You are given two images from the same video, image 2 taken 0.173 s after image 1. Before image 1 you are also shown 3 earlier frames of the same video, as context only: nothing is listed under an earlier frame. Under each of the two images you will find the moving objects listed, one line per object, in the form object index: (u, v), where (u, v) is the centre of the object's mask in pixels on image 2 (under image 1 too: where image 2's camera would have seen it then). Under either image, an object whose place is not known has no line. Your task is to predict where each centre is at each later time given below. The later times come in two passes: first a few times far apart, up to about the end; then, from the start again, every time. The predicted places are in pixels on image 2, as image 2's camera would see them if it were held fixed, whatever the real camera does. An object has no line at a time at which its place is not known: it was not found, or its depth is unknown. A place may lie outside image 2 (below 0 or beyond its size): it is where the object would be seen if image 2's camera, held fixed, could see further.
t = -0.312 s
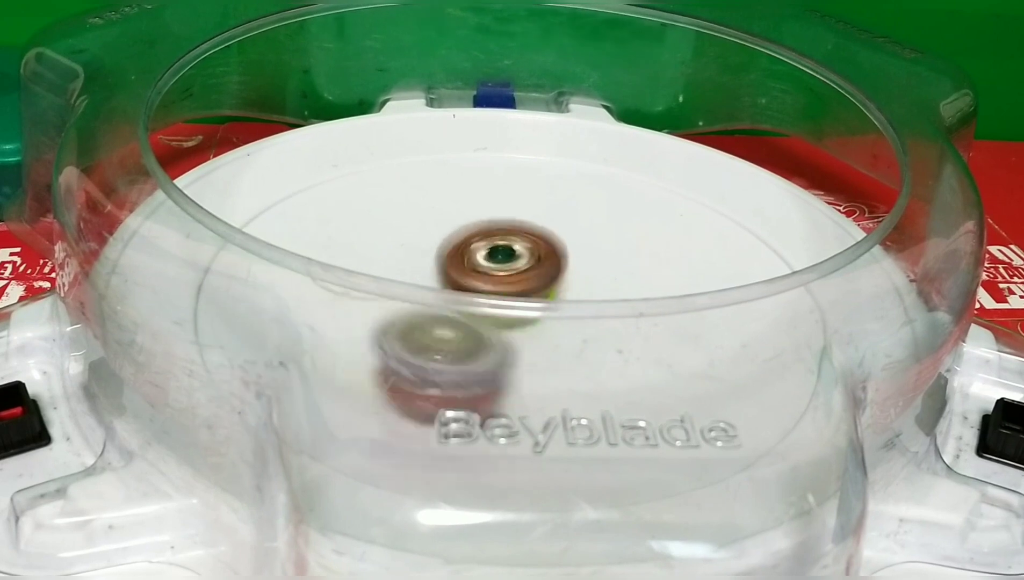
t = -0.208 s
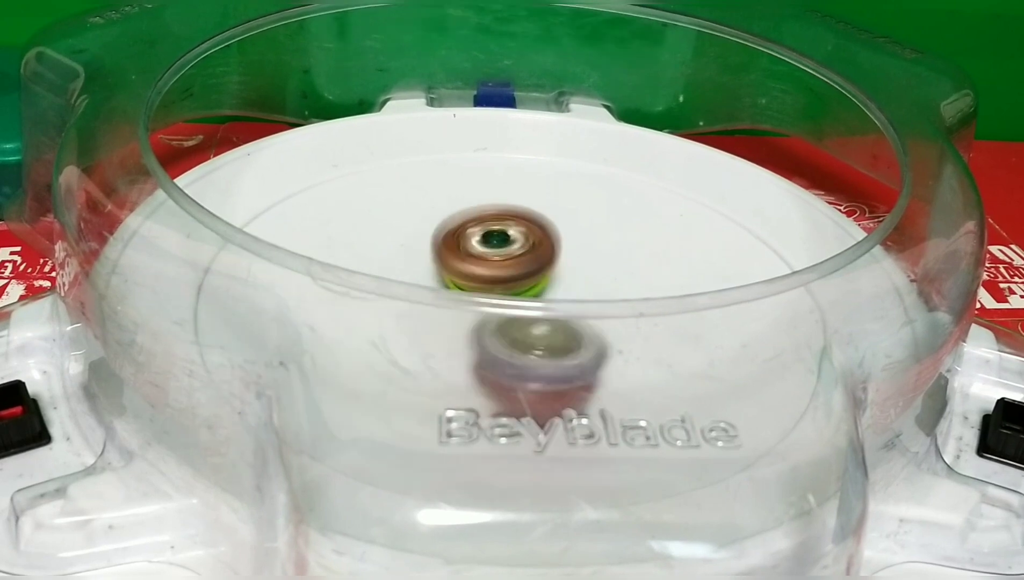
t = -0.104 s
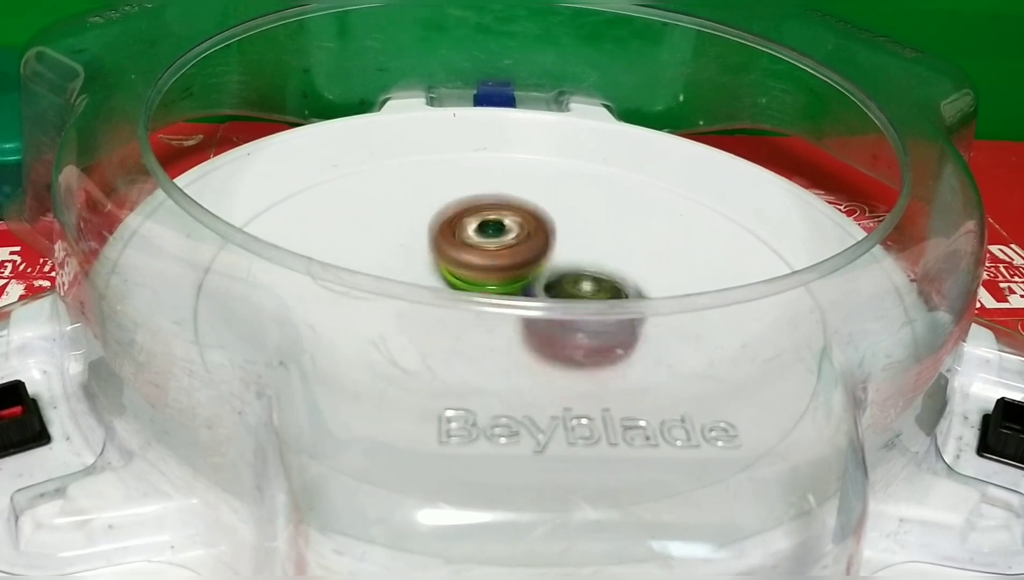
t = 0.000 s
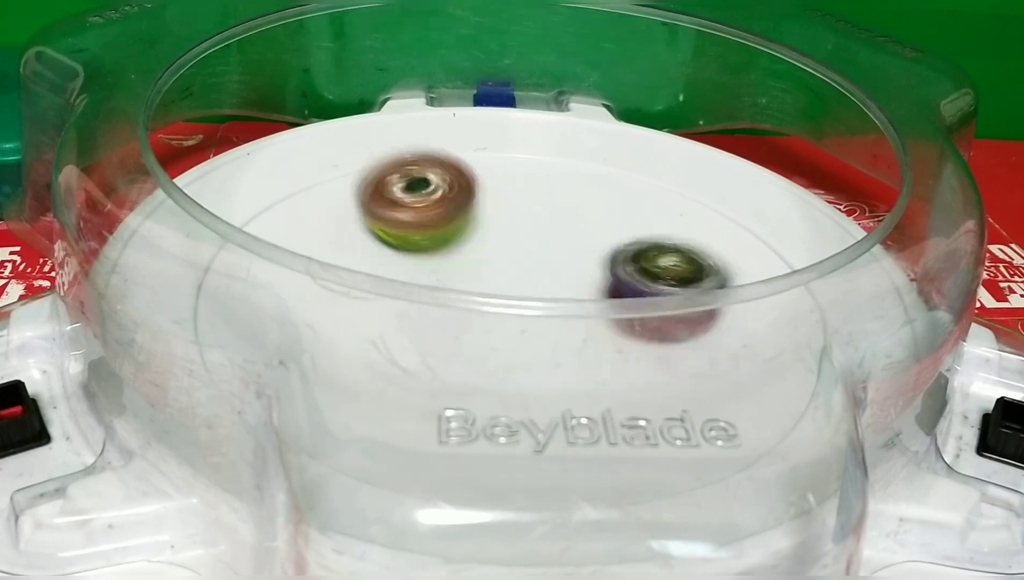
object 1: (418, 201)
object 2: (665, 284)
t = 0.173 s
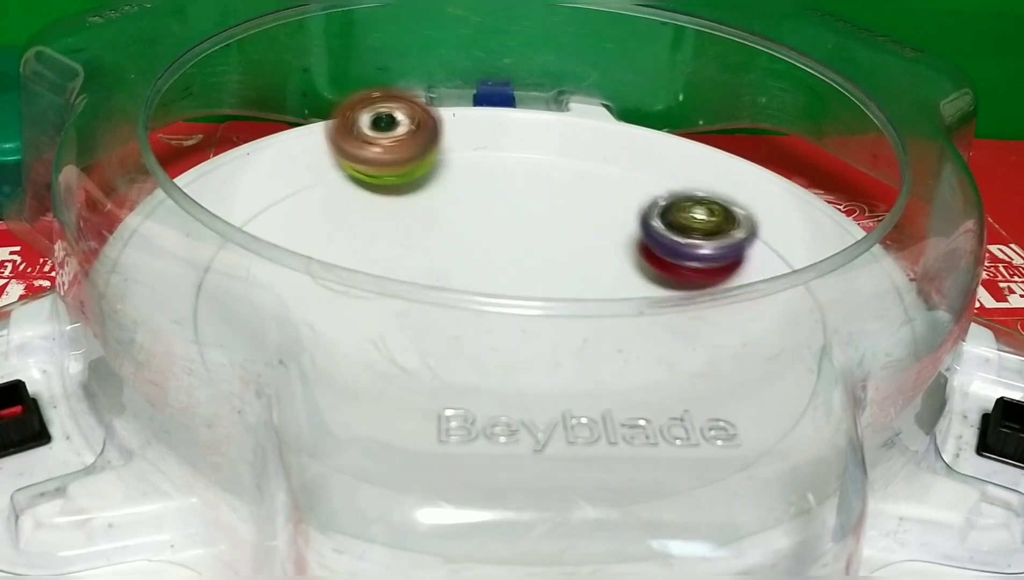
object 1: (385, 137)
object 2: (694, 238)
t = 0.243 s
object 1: (420, 159)
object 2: (647, 220)
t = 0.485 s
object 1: (363, 215)
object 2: (591, 210)
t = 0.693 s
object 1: (307, 240)
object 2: (551, 265)
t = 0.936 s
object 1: (305, 291)
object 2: (677, 355)
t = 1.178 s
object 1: (367, 343)
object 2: (741, 258)
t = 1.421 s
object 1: (449, 368)
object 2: (505, 249)
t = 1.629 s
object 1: (532, 376)
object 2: (352, 335)
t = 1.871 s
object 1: (631, 364)
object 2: (543, 446)
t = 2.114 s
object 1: (668, 274)
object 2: (709, 364)
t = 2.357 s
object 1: (654, 150)
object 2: (535, 325)
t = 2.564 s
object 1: (583, 212)
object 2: (357, 317)
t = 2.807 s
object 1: (498, 258)
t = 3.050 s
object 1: (436, 239)
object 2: (541, 356)
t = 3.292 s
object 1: (411, 230)
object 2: (530, 213)
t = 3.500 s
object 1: (381, 227)
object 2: (440, 154)
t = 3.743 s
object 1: (417, 284)
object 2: (301, 195)
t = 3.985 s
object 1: (571, 396)
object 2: (441, 275)
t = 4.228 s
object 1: (693, 470)
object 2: (601, 228)
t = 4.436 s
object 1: (723, 440)
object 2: (594, 161)
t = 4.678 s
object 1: (675, 365)
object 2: (488, 233)
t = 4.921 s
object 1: (708, 255)
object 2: (395, 348)
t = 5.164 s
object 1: (698, 219)
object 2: (424, 388)
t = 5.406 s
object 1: (579, 215)
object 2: (608, 376)
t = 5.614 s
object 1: (465, 212)
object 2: (552, 286)
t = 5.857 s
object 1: (309, 111)
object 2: (520, 317)
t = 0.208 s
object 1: (403, 151)
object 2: (672, 230)
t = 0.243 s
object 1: (420, 159)
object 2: (647, 220)
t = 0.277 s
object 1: (438, 171)
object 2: (618, 210)
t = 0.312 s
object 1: (458, 187)
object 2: (587, 202)
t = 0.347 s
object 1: (443, 196)
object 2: (588, 201)
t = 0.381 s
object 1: (419, 198)
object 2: (596, 201)
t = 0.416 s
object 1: (397, 206)
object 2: (599, 203)
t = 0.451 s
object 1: (379, 210)
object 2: (598, 206)
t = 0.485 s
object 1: (363, 215)
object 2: (591, 210)
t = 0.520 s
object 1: (350, 217)
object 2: (581, 216)
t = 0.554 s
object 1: (341, 219)
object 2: (570, 224)
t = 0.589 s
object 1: (332, 221)
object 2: (560, 234)
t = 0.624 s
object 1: (324, 222)
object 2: (552, 247)
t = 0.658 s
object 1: (313, 235)
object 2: (550, 256)
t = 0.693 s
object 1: (307, 240)
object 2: (551, 265)
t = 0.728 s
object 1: (302, 247)
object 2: (556, 291)
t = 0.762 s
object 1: (300, 250)
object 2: (565, 300)
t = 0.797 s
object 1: (298, 254)
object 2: (578, 324)
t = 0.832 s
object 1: (293, 270)
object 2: (594, 337)
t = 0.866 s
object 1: (296, 273)
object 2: (613, 353)
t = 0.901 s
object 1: (298, 276)
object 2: (634, 355)
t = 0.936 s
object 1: (305, 291)
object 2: (677, 355)
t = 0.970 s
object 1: (310, 299)
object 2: (698, 352)
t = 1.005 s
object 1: (314, 316)
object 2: (718, 348)
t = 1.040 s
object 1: (325, 321)
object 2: (737, 341)
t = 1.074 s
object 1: (332, 326)
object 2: (752, 334)
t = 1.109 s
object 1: (344, 332)
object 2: (756, 310)
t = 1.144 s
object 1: (354, 338)
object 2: (754, 299)
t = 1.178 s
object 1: (367, 343)
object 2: (741, 258)
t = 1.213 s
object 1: (378, 346)
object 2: (722, 253)
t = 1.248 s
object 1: (390, 352)
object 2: (694, 249)
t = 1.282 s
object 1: (400, 356)
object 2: (658, 247)
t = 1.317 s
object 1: (412, 360)
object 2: (621, 243)
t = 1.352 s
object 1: (422, 363)
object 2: (582, 243)
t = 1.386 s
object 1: (436, 366)
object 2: (542, 246)
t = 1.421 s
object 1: (449, 368)
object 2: (505, 249)
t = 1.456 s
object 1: (463, 370)
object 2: (471, 252)
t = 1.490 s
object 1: (477, 372)
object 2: (440, 255)
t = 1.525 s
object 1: (493, 374)
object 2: (412, 275)
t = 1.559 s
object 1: (505, 374)
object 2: (386, 297)
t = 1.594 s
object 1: (519, 376)
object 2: (362, 324)
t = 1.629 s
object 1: (532, 376)
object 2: (352, 335)
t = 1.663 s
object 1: (546, 378)
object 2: (350, 349)
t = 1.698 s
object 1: (557, 377)
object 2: (356, 369)
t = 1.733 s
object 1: (571, 374)
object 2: (371, 389)
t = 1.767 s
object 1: (597, 373)
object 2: (421, 423)
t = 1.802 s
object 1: (608, 371)
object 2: (457, 435)
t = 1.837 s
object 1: (619, 369)
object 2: (496, 443)
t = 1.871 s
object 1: (631, 364)
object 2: (543, 446)
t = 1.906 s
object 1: (642, 358)
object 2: (586, 444)
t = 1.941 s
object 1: (649, 350)
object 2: (623, 437)
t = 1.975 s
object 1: (652, 343)
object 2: (661, 430)
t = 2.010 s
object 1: (655, 329)
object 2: (686, 421)
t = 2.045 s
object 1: (658, 316)
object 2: (705, 404)
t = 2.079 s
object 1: (661, 298)
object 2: (714, 379)
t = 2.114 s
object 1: (668, 274)
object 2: (709, 364)
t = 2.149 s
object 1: (666, 261)
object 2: (706, 361)
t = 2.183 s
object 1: (665, 239)
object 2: (694, 357)
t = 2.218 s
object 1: (663, 215)
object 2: (674, 352)
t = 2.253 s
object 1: (662, 192)
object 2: (643, 349)
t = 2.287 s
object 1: (661, 174)
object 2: (608, 338)
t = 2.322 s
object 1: (660, 160)
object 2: (572, 332)
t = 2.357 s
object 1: (654, 150)
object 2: (535, 325)
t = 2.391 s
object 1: (645, 152)
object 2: (501, 321)
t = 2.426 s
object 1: (632, 161)
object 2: (467, 319)
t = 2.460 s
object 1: (618, 173)
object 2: (436, 317)
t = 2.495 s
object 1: (606, 185)
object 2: (408, 316)
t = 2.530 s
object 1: (594, 198)
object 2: (376, 326)
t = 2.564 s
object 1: (583, 212)
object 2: (357, 317)
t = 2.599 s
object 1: (571, 225)
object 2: (339, 325)
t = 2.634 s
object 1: (560, 237)
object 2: (324, 328)
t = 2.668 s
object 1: (539, 253)
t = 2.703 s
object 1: (529, 256)
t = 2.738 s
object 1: (519, 258)
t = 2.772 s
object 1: (509, 259)
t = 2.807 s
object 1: (498, 258)
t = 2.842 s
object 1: (487, 257)
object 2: (341, 393)
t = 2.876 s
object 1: (477, 255)
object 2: (376, 402)
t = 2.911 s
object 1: (466, 252)
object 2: (417, 405)
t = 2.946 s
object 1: (457, 249)
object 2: (458, 399)
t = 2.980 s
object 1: (449, 246)
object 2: (493, 376)
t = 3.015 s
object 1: (443, 242)
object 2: (519, 368)
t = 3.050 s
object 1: (436, 239)
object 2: (541, 356)
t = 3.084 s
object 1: (432, 237)
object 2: (553, 335)
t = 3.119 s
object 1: (429, 235)
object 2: (560, 299)
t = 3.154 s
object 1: (426, 233)
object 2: (560, 272)
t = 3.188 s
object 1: (423, 232)
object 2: (557, 261)
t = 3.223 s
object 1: (422, 231)
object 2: (548, 249)
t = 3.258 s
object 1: (421, 231)
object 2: (537, 230)
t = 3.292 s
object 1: (411, 230)
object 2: (530, 213)
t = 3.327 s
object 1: (402, 229)
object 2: (521, 199)
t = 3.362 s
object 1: (396, 227)
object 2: (508, 186)
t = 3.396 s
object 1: (391, 226)
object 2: (493, 175)
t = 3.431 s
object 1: (386, 226)
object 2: (475, 167)
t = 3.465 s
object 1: (382, 226)
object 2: (457, 160)
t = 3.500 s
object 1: (381, 227)
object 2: (440, 154)
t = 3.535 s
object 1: (379, 229)
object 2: (421, 151)
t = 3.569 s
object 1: (379, 233)
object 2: (383, 151)
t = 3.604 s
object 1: (383, 238)
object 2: (362, 153)
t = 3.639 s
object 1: (384, 238)
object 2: (343, 159)
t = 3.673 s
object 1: (387, 241)
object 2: (326, 171)
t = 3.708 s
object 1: (401, 269)
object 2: (312, 184)
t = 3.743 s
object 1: (417, 284)
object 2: (301, 195)
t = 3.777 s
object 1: (432, 307)
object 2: (300, 206)
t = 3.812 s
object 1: (450, 319)
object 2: (311, 220)
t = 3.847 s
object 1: (464, 332)
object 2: (329, 247)
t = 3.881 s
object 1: (476, 348)
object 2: (357, 266)
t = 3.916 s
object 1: (499, 359)
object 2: (388, 275)
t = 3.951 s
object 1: (535, 370)
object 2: (410, 277)
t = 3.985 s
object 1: (571, 396)
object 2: (441, 275)
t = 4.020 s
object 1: (602, 416)
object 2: (471, 273)
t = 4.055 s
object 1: (628, 432)
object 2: (501, 262)
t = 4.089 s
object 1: (650, 442)
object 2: (529, 259)
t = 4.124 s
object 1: (663, 450)
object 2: (552, 254)
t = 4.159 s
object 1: (676, 461)
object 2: (573, 248)
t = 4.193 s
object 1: (684, 464)
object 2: (589, 239)
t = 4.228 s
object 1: (693, 470)
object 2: (601, 228)
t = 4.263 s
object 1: (700, 470)
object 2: (610, 217)
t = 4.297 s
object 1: (706, 470)
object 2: (615, 206)
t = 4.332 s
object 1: (711, 467)
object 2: (617, 195)
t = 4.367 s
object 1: (715, 463)
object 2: (616, 186)
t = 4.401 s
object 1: (719, 457)
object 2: (613, 176)
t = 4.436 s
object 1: (723, 440)
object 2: (594, 161)
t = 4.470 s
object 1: (724, 431)
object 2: (578, 156)
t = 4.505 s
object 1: (728, 421)
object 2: (558, 157)
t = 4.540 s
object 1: (723, 411)
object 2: (537, 163)
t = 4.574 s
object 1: (715, 407)
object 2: (519, 175)
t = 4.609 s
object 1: (703, 393)
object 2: (504, 192)
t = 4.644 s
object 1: (692, 372)
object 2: (494, 211)
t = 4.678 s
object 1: (675, 365)
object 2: (488, 233)
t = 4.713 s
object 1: (659, 353)
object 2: (488, 250)
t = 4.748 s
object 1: (644, 346)
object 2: (491, 273)
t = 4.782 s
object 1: (635, 323)
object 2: (500, 296)
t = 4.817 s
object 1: (653, 298)
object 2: (481, 317)
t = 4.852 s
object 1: (678, 286)
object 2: (448, 327)
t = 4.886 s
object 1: (696, 263)
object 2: (417, 344)
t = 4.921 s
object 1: (708, 255)
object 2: (395, 348)
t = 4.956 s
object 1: (716, 249)
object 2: (382, 352)
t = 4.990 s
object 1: (719, 243)
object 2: (375, 358)
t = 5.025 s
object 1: (720, 238)
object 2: (375, 365)
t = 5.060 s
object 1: (717, 233)
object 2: (383, 373)
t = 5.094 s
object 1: (713, 229)
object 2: (395, 379)
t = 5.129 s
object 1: (706, 224)
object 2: (408, 384)
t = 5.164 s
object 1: (698, 219)
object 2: (424, 388)
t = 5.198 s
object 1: (689, 217)
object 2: (445, 395)
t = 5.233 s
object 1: (677, 215)
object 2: (467, 400)
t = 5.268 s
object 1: (664, 214)
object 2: (486, 403)
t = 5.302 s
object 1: (648, 214)
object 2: (509, 407)
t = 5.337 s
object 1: (615, 215)
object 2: (561, 407)
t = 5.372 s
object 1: (597, 215)
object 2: (589, 399)
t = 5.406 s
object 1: (579, 215)
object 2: (608, 376)
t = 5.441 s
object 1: (560, 215)
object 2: (615, 369)
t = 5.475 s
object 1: (541, 214)
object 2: (614, 360)
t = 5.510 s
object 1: (522, 214)
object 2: (606, 349)
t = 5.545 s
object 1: (503, 213)
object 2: (590, 323)
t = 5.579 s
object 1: (484, 213)
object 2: (572, 299)
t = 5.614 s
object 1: (465, 212)
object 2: (552, 286)
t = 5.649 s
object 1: (446, 210)
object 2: (532, 266)
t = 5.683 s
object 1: (411, 191)
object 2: (538, 283)
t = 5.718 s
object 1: (379, 166)
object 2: (541, 293)
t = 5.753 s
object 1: (354, 146)
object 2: (540, 299)
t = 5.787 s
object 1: (337, 126)
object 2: (535, 299)
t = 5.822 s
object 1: (322, 121)
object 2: (527, 317)
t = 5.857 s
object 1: (309, 111)
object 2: (520, 317)
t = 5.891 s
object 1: (299, 107)
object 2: (512, 316)
